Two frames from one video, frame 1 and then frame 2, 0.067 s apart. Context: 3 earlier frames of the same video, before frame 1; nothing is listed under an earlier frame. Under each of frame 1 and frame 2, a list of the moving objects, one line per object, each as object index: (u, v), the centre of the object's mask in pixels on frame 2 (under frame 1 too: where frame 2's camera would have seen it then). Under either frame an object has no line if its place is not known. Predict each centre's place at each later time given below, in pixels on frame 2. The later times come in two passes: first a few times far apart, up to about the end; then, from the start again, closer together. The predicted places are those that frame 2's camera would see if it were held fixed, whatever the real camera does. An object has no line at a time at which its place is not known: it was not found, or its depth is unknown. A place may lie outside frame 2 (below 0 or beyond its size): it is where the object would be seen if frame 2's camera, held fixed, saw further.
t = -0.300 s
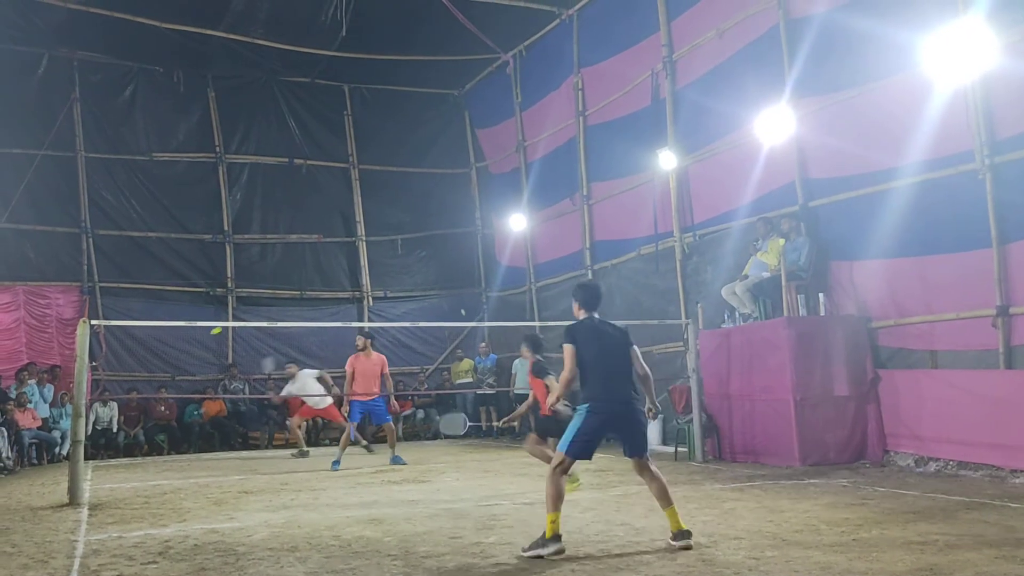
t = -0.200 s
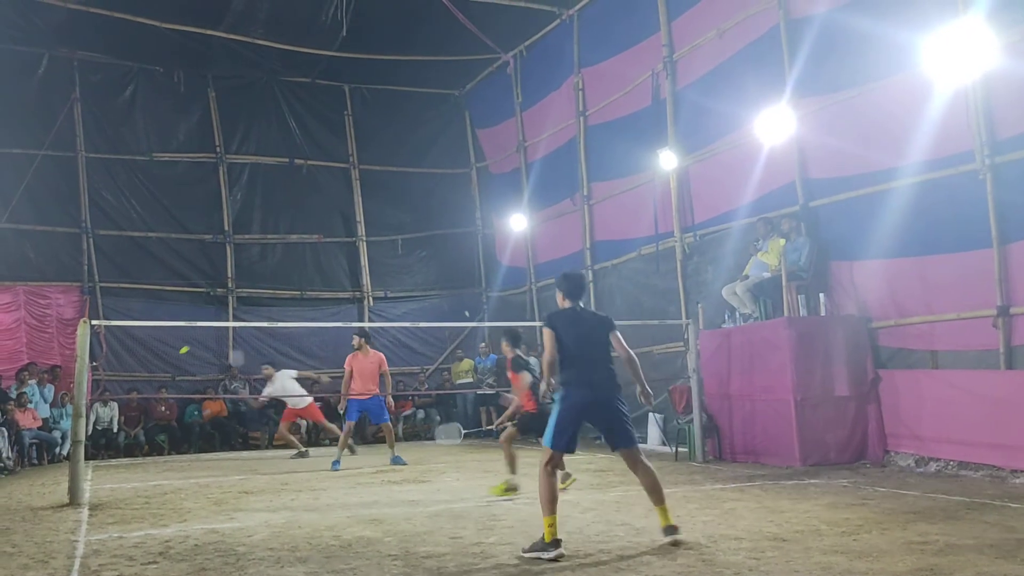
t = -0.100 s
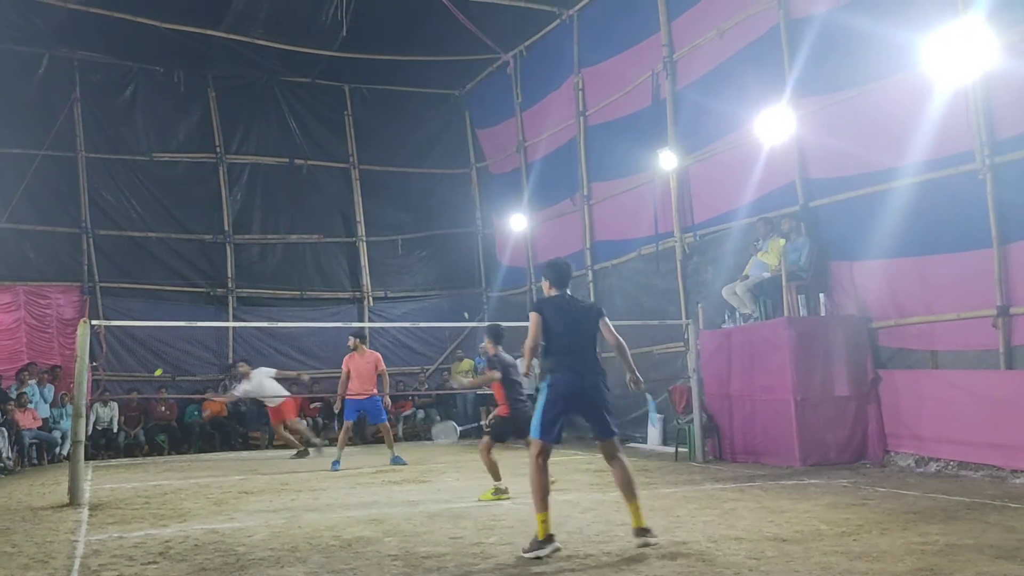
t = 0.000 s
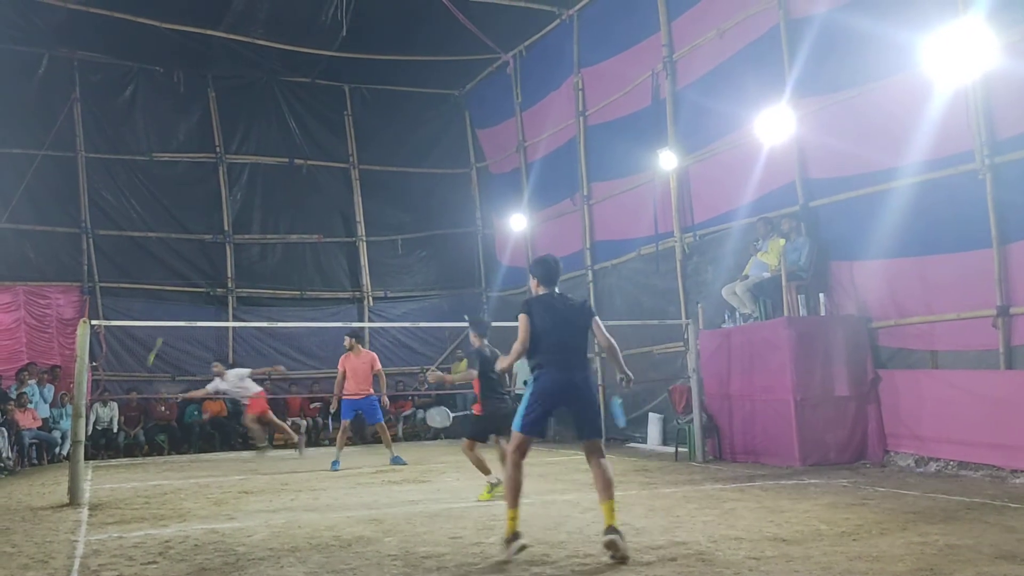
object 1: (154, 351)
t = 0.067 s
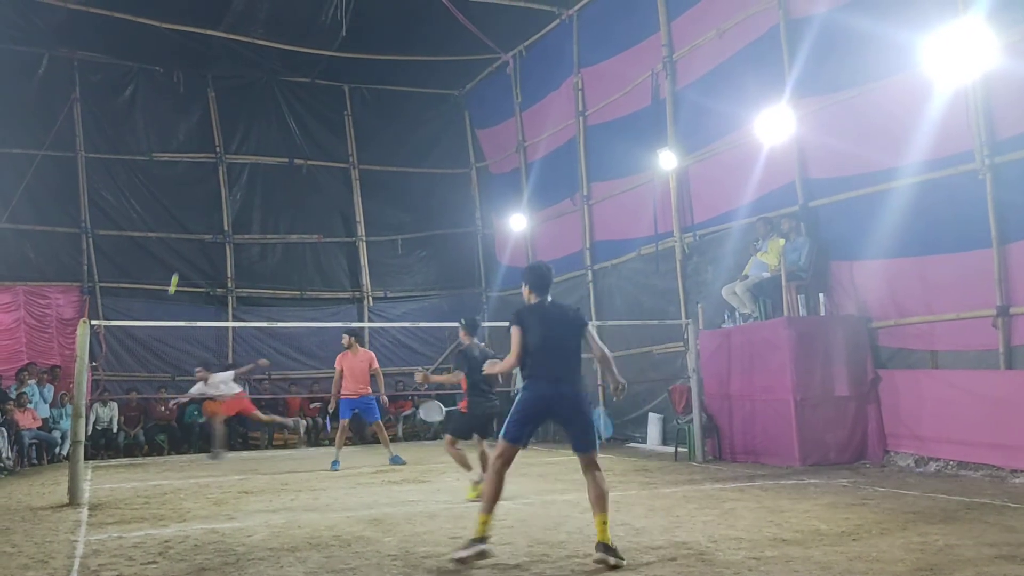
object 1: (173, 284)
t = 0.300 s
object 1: (225, 117)
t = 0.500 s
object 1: (266, 34)
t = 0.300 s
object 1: (225, 117)
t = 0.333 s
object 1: (231, 100)
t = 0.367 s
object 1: (239, 84)
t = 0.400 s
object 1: (245, 70)
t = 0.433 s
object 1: (252, 56)
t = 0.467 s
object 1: (259, 44)
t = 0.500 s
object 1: (266, 34)
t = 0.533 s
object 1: (273, 24)
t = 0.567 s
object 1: (279, 16)
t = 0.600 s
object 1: (286, 10)
